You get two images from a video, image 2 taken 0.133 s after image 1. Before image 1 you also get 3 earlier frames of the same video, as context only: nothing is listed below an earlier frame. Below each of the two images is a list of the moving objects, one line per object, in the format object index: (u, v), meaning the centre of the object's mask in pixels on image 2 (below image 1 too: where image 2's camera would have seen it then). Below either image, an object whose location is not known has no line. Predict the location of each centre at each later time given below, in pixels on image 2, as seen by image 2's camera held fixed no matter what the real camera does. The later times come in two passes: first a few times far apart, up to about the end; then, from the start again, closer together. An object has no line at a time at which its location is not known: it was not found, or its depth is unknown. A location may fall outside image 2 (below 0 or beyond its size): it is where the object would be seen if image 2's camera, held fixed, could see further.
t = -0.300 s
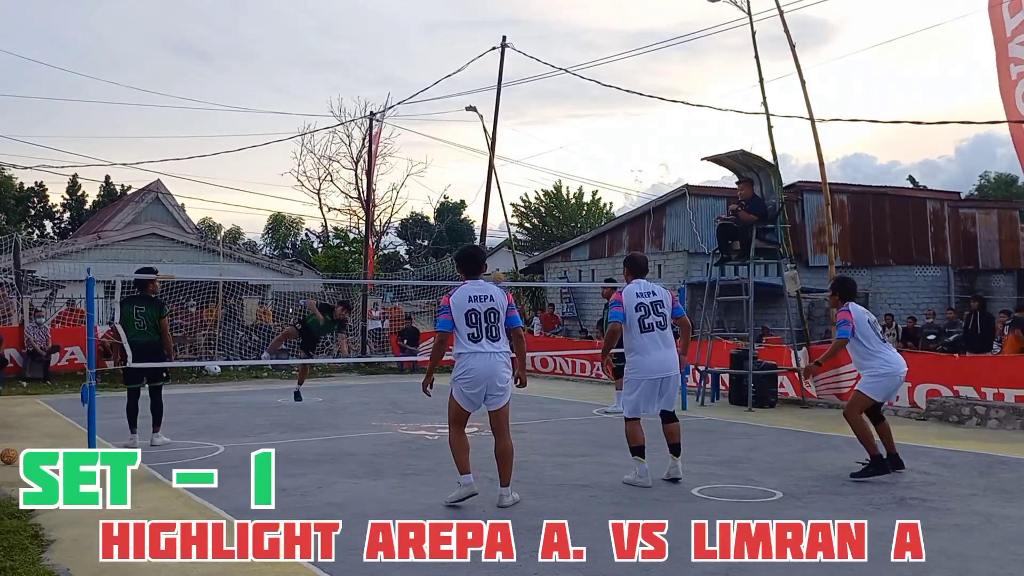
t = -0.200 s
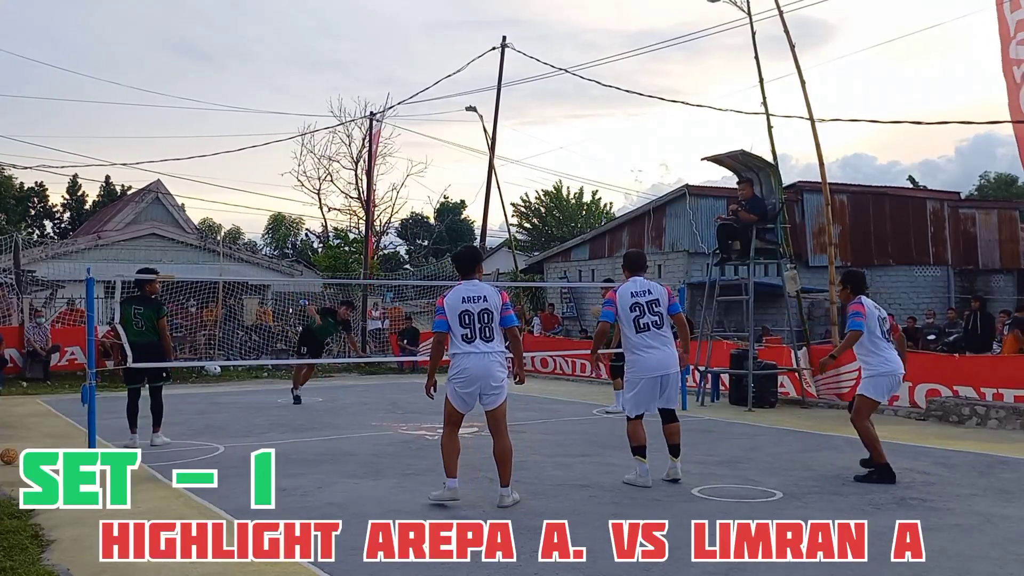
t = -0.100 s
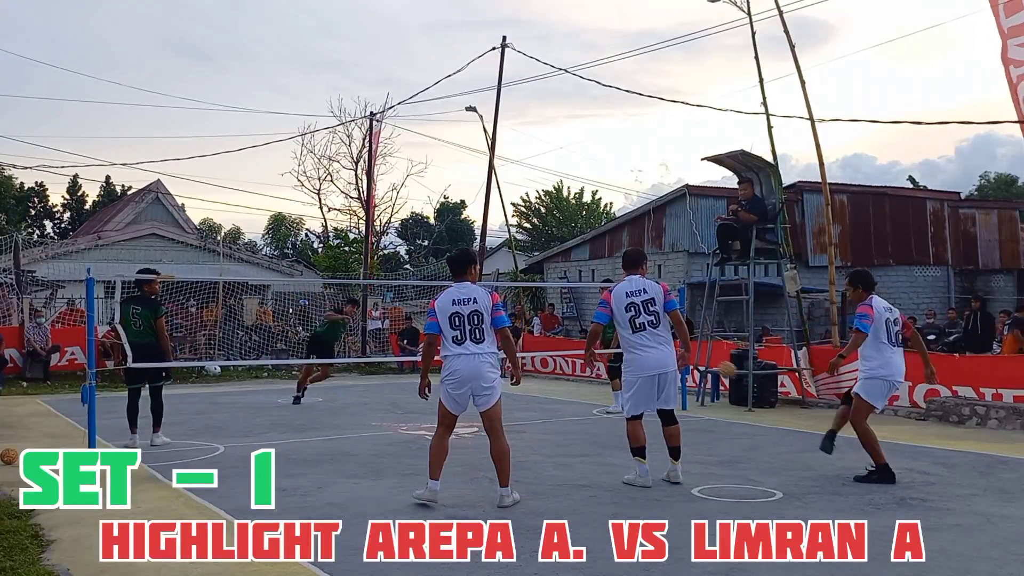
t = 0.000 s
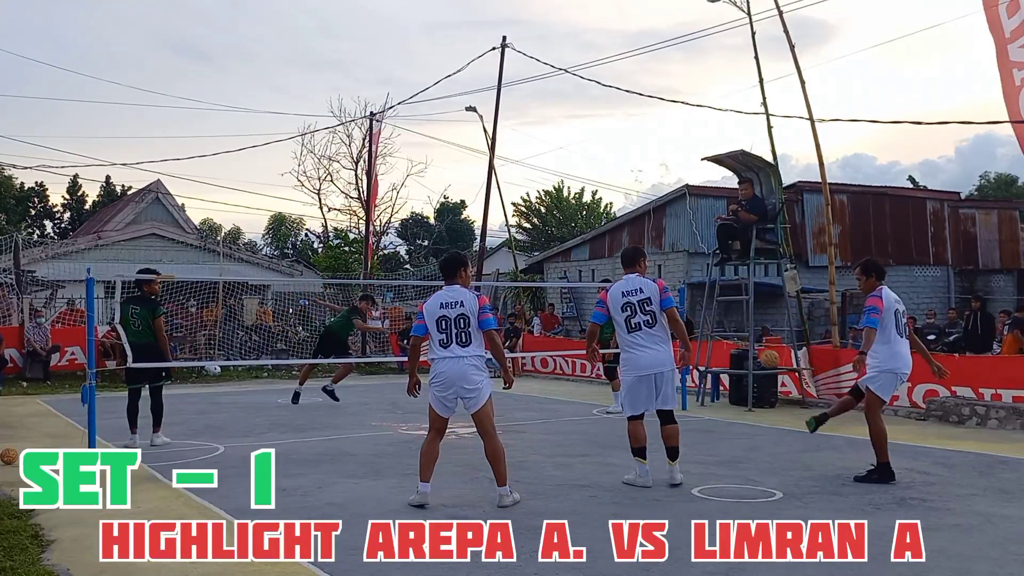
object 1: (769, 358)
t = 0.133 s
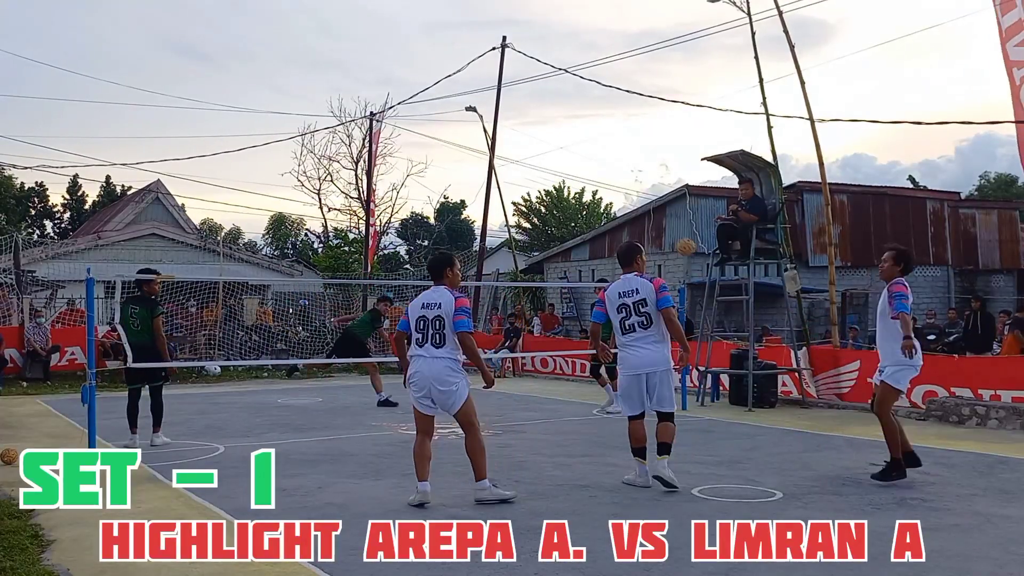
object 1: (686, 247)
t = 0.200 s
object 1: (645, 201)
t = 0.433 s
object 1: (507, 86)
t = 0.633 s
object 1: (391, 45)
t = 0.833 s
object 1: (278, 57)
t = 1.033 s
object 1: (168, 121)
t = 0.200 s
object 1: (645, 201)
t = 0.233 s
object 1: (625, 180)
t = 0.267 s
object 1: (605, 161)
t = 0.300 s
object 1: (585, 143)
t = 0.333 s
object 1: (565, 126)
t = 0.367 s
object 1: (546, 112)
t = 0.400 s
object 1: (526, 98)
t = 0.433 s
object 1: (507, 86)
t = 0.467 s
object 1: (487, 76)
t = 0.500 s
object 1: (468, 67)
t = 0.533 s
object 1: (449, 59)
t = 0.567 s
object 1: (430, 53)
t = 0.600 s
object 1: (410, 49)
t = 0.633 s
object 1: (391, 45)
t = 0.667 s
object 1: (372, 43)
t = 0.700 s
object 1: (354, 43)
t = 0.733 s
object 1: (335, 44)
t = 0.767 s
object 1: (316, 47)
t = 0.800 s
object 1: (297, 51)
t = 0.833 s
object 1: (278, 57)
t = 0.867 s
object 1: (260, 64)
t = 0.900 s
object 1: (242, 73)
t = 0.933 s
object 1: (223, 83)
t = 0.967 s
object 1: (205, 94)
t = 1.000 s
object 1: (187, 107)
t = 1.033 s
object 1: (168, 121)
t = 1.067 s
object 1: (150, 137)
